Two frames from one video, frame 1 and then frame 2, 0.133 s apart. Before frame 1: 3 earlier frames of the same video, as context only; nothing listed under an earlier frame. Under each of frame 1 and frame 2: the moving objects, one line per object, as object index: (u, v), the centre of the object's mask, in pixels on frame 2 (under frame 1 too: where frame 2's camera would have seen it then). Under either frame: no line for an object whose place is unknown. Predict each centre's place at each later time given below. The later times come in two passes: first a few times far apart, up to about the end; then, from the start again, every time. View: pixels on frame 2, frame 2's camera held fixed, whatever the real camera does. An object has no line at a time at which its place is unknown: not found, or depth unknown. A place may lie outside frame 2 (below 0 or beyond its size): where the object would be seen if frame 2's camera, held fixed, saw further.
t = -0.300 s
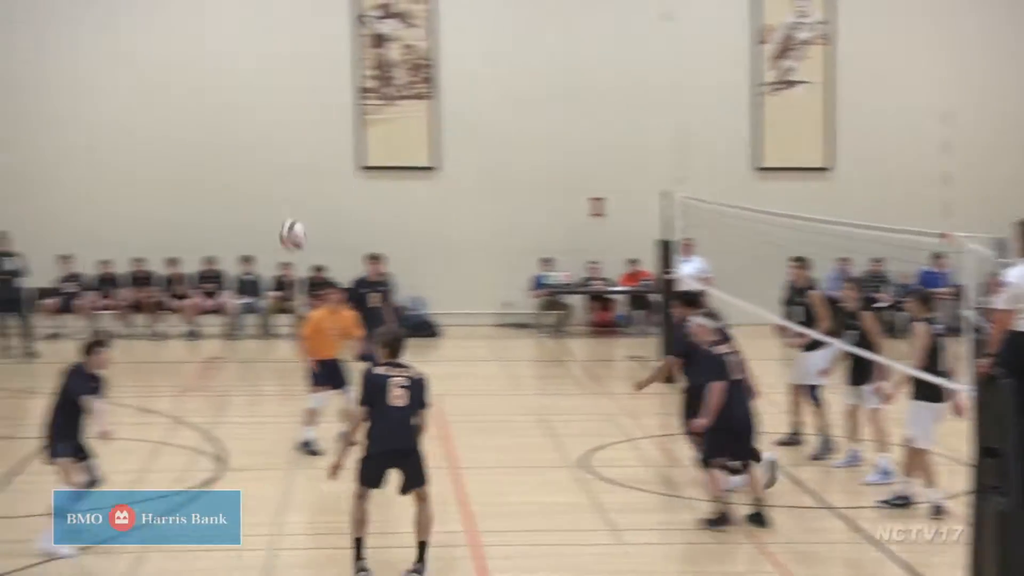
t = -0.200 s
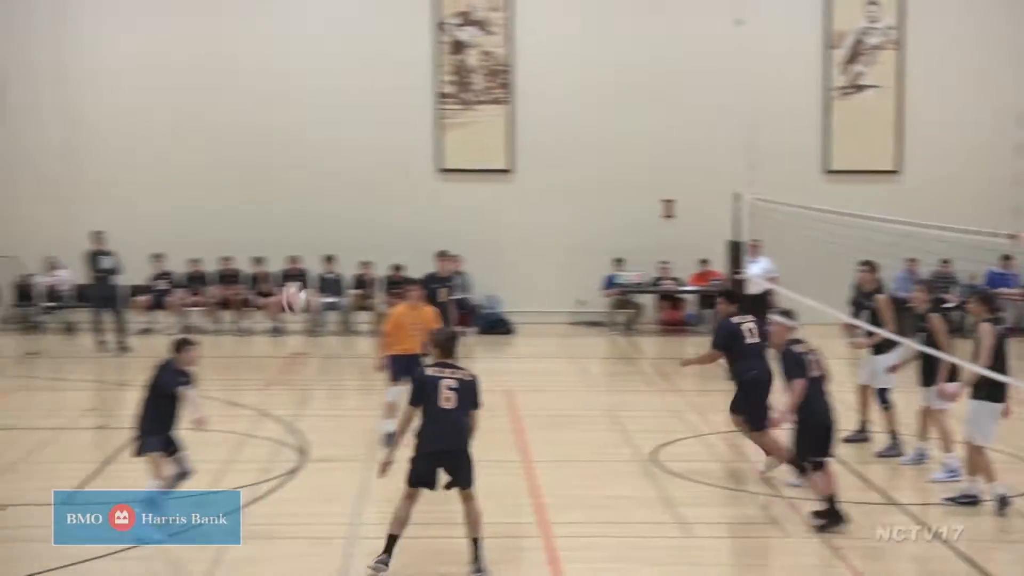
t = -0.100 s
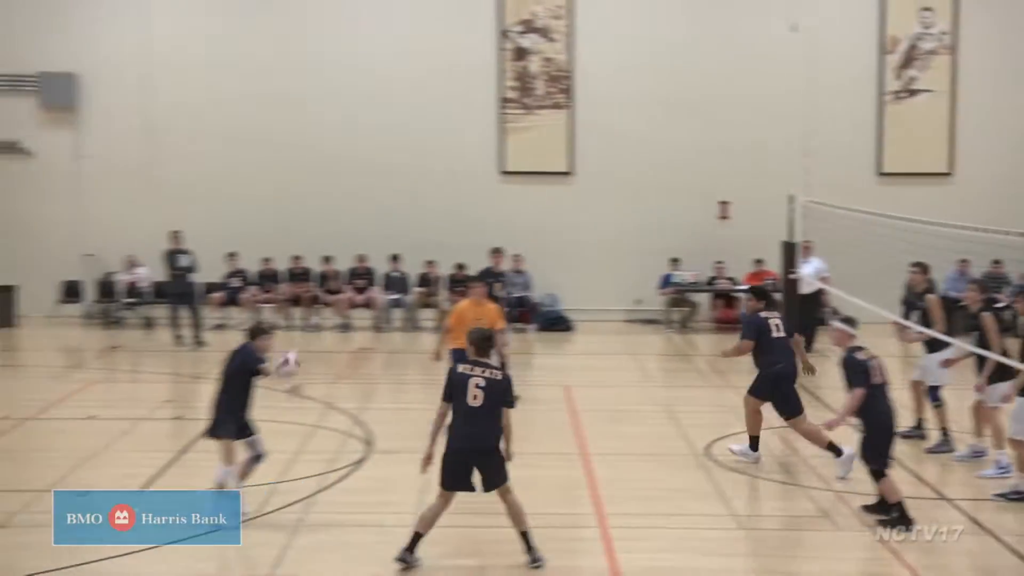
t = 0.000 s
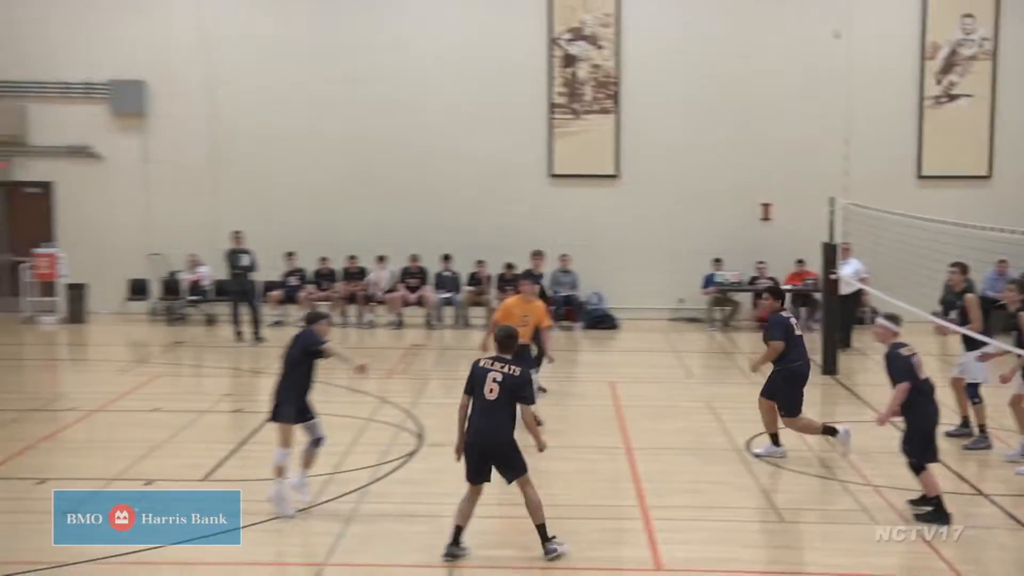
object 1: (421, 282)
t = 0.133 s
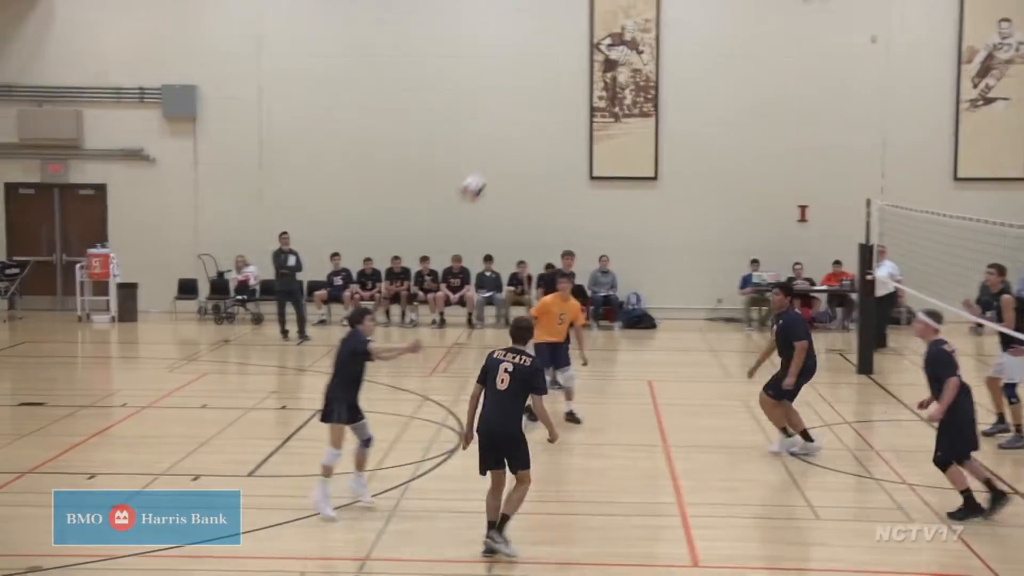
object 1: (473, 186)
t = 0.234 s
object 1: (510, 133)
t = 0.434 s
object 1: (581, 63)
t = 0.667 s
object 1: (658, 37)
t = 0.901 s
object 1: (729, 73)
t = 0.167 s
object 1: (485, 168)
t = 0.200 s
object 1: (498, 150)
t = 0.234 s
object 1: (510, 133)
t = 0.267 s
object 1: (522, 120)
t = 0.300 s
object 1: (535, 105)
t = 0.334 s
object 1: (546, 92)
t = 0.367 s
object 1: (558, 81)
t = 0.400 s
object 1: (569, 71)
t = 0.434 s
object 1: (581, 63)
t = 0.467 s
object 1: (592, 55)
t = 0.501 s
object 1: (604, 49)
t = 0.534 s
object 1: (615, 45)
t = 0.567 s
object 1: (627, 41)
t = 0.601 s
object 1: (637, 38)
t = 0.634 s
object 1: (648, 37)
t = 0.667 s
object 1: (658, 37)
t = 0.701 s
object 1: (668, 39)
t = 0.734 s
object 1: (679, 42)
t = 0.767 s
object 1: (689, 46)
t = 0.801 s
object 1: (699, 51)
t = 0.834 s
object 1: (710, 58)
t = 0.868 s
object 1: (720, 65)
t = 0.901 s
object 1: (729, 73)
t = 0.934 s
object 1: (738, 82)
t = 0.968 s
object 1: (748, 93)
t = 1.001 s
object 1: (758, 106)
